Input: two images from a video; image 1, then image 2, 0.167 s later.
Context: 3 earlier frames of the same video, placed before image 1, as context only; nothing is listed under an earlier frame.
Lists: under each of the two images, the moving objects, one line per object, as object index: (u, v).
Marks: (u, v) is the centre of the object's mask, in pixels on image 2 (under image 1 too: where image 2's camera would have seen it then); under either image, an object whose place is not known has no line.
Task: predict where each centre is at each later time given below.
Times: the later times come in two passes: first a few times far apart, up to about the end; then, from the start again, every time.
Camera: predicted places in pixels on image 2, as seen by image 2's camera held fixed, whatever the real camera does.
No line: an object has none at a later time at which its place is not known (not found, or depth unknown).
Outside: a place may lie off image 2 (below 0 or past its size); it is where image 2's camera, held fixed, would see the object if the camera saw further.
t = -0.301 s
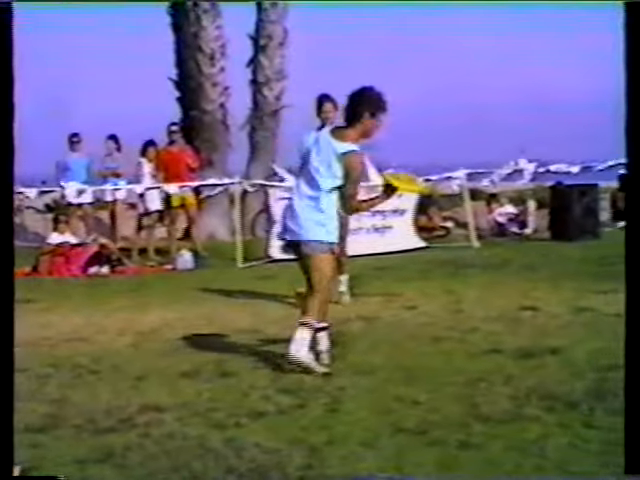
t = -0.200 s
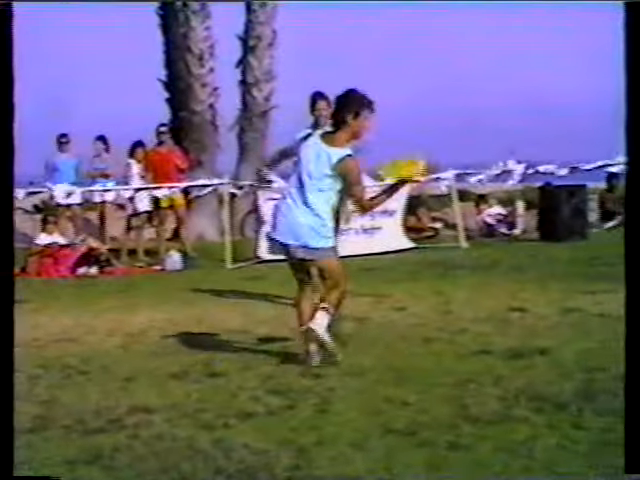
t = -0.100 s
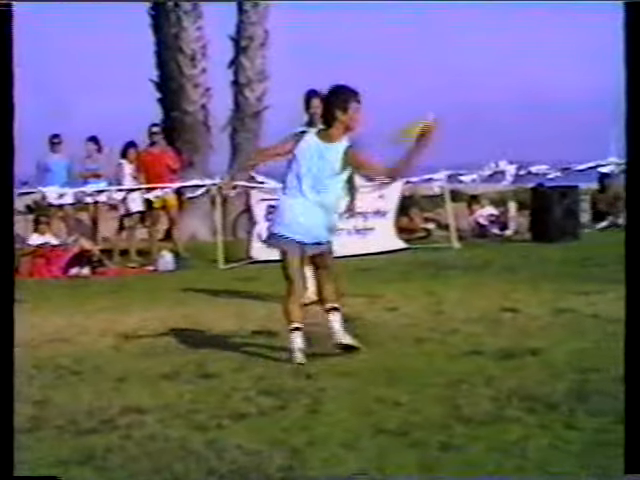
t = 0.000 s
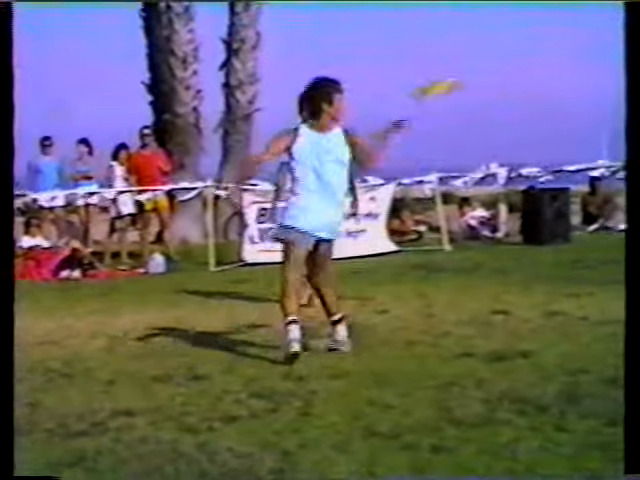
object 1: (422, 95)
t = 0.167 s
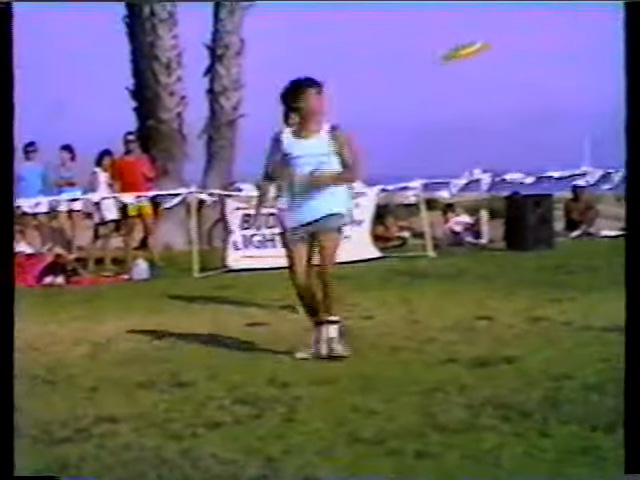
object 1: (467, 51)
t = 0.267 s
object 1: (489, 37)
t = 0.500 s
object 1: (522, 29)
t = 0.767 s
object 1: (536, 58)
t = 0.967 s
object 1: (526, 101)
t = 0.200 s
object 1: (480, 45)
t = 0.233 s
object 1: (486, 40)
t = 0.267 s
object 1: (489, 37)
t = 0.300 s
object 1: (495, 34)
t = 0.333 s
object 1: (501, 32)
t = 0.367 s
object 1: (506, 30)
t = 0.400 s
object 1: (509, 29)
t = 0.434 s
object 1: (513, 29)
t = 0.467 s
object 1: (517, 29)
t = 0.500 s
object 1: (522, 29)
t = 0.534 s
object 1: (526, 30)
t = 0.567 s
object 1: (529, 32)
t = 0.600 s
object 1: (530, 36)
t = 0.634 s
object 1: (532, 40)
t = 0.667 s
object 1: (534, 43)
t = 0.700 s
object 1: (535, 47)
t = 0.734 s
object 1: (536, 53)
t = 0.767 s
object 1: (536, 58)
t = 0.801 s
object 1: (536, 63)
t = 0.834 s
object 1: (535, 70)
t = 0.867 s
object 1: (532, 77)
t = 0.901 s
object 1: (532, 83)
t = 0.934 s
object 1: (529, 92)
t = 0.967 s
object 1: (526, 101)
